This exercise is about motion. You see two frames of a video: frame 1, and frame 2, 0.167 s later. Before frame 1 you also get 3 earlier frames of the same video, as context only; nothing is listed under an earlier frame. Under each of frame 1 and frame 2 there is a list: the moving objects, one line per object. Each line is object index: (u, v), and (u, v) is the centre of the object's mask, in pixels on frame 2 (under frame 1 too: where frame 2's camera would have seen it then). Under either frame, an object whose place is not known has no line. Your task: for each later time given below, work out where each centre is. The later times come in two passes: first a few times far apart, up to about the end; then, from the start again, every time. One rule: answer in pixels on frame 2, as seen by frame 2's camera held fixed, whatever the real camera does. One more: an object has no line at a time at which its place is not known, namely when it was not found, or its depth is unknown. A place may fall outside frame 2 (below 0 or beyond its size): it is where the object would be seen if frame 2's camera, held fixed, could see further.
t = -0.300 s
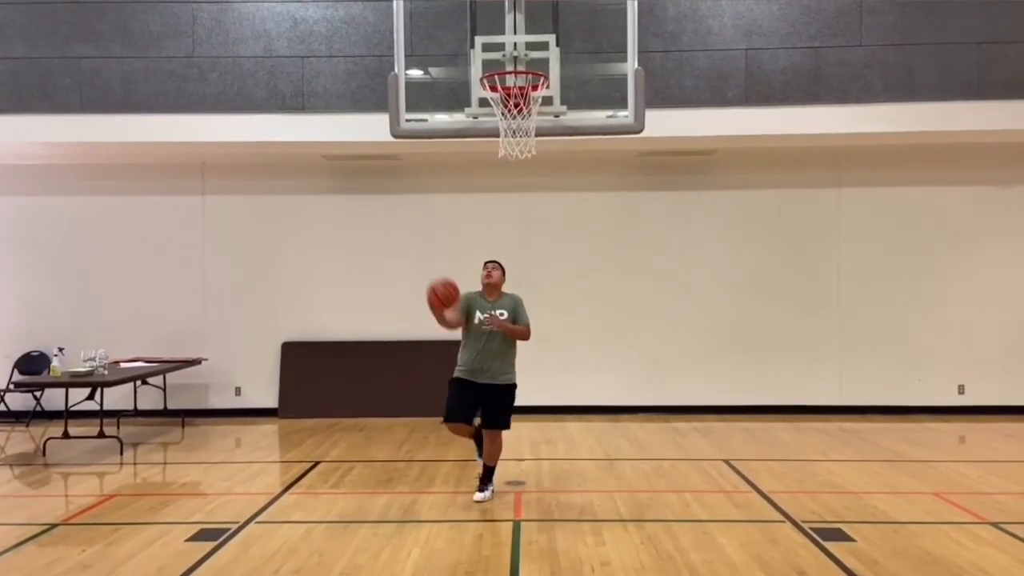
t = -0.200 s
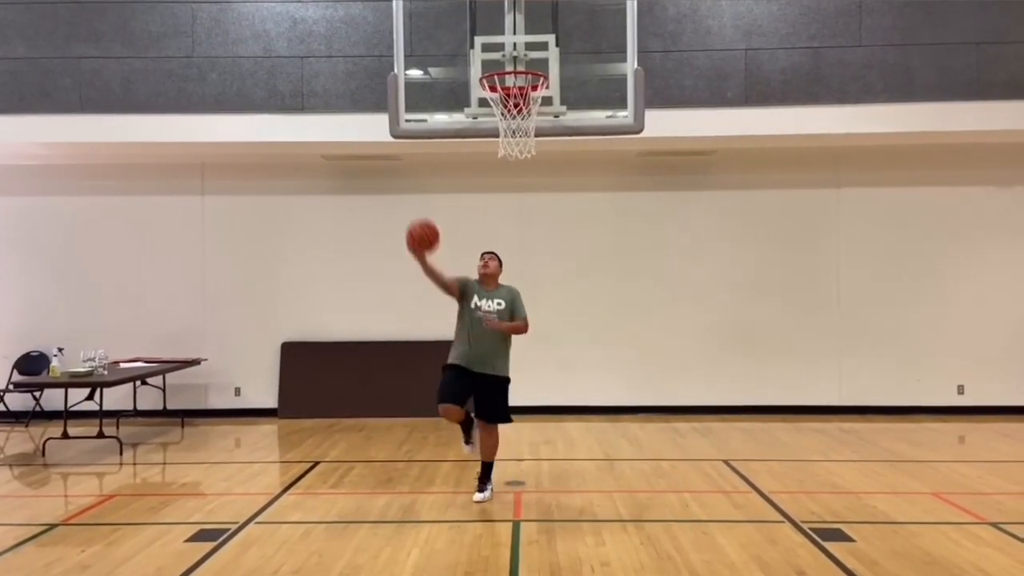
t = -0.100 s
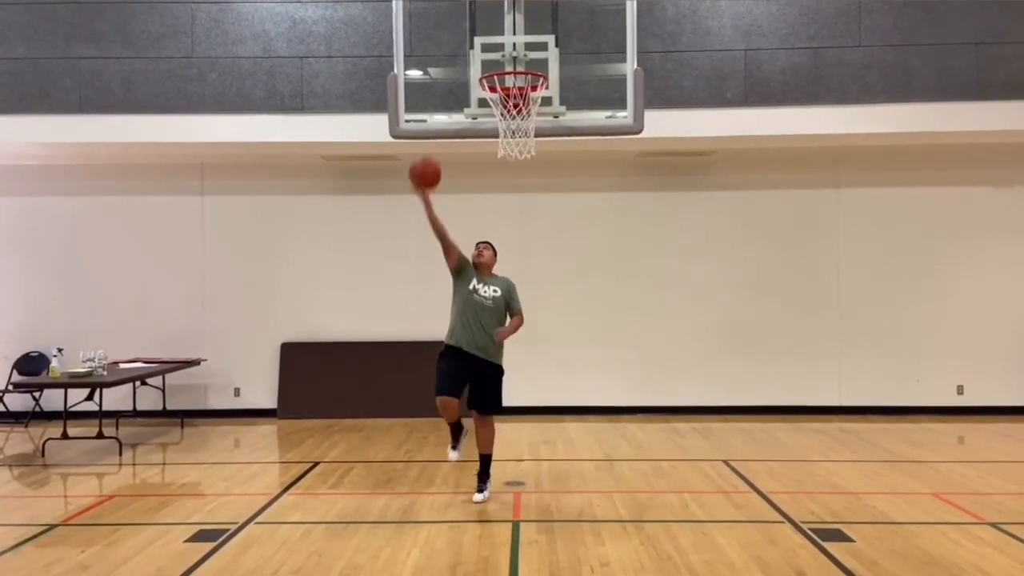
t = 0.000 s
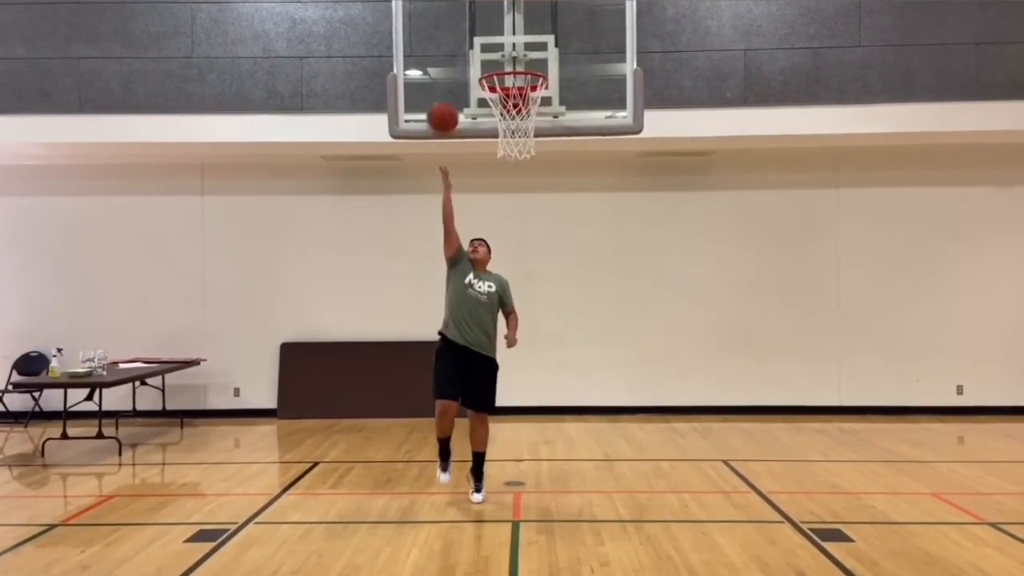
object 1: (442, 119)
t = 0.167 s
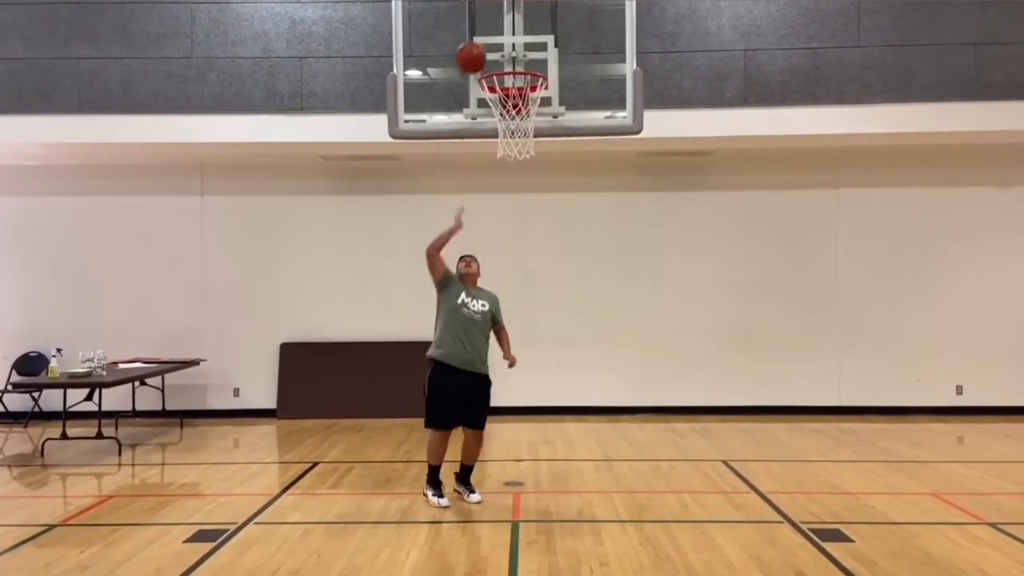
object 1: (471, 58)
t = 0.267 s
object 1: (482, 42)
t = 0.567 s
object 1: (512, 78)
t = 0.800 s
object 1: (521, 154)
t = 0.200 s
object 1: (476, 51)
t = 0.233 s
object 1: (479, 46)
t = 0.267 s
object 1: (482, 42)
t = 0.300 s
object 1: (485, 40)
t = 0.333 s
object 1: (488, 40)
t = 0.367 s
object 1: (492, 41)
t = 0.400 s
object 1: (495, 43)
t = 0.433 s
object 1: (498, 47)
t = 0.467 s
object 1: (502, 52)
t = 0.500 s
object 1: (506, 59)
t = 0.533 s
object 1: (510, 67)
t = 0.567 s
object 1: (512, 78)
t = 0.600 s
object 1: (515, 93)
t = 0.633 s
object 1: (518, 103)
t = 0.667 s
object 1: (519, 114)
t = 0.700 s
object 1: (521, 122)
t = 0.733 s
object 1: (521, 131)
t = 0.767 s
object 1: (522, 144)
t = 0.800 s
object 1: (521, 154)
